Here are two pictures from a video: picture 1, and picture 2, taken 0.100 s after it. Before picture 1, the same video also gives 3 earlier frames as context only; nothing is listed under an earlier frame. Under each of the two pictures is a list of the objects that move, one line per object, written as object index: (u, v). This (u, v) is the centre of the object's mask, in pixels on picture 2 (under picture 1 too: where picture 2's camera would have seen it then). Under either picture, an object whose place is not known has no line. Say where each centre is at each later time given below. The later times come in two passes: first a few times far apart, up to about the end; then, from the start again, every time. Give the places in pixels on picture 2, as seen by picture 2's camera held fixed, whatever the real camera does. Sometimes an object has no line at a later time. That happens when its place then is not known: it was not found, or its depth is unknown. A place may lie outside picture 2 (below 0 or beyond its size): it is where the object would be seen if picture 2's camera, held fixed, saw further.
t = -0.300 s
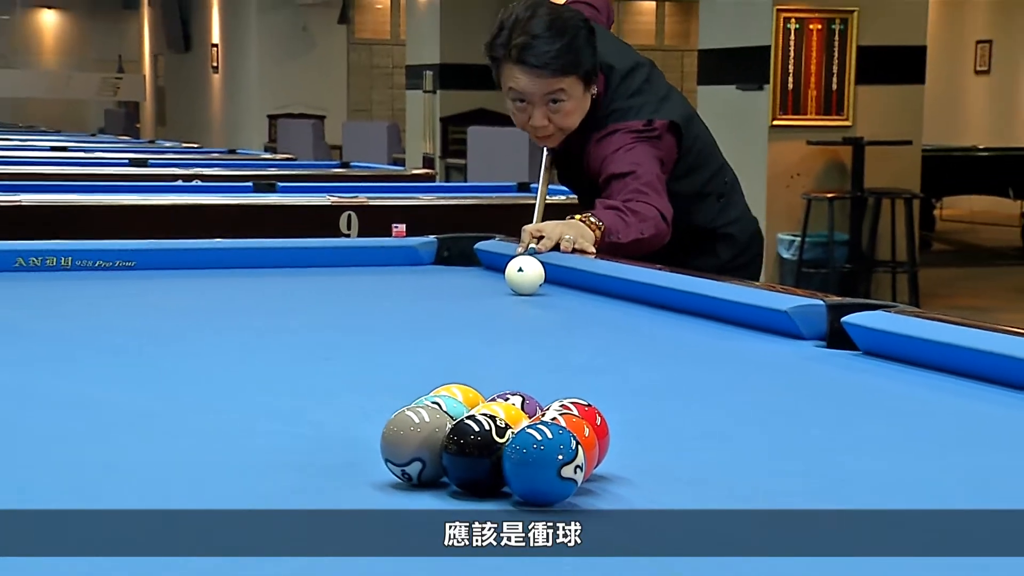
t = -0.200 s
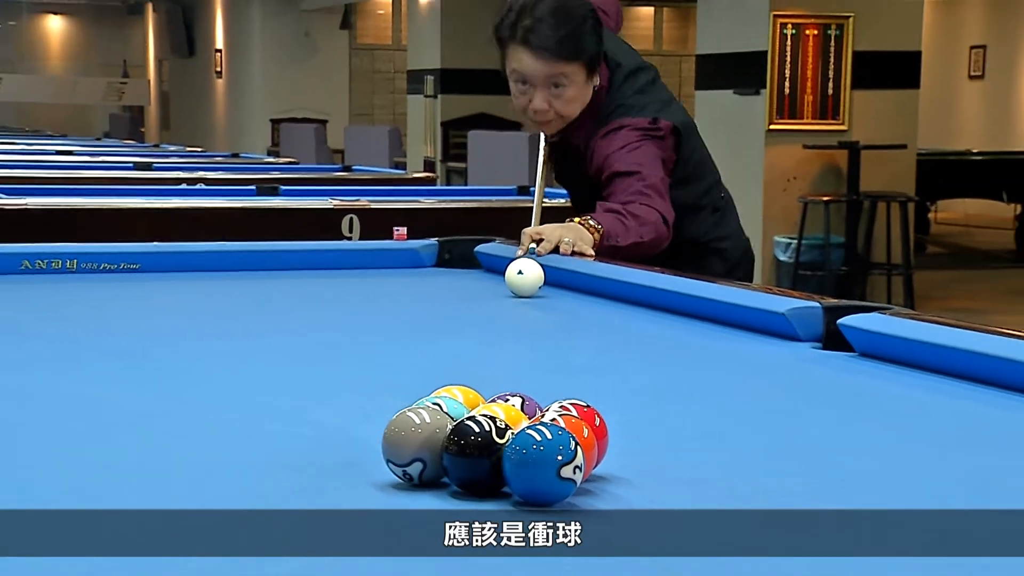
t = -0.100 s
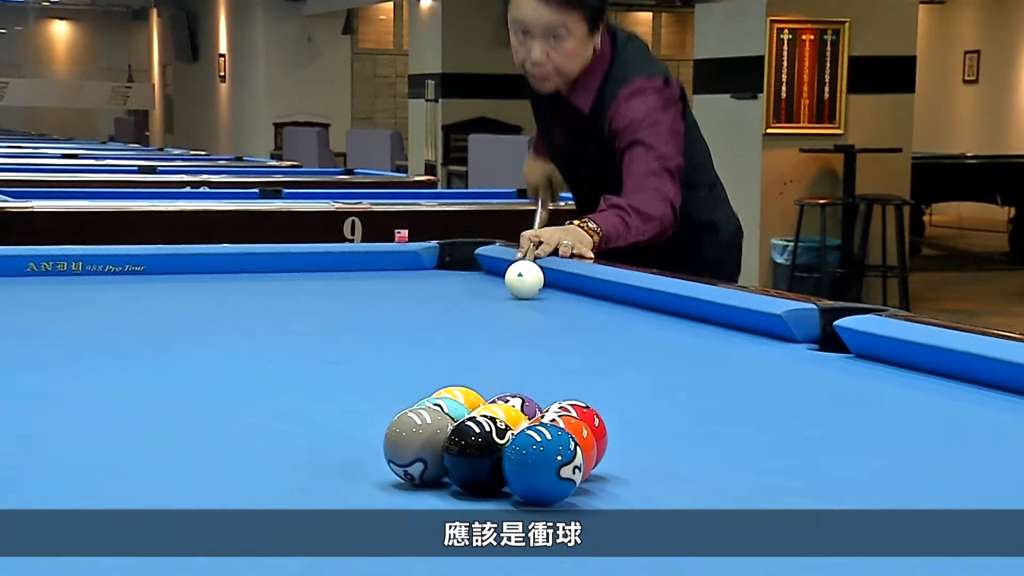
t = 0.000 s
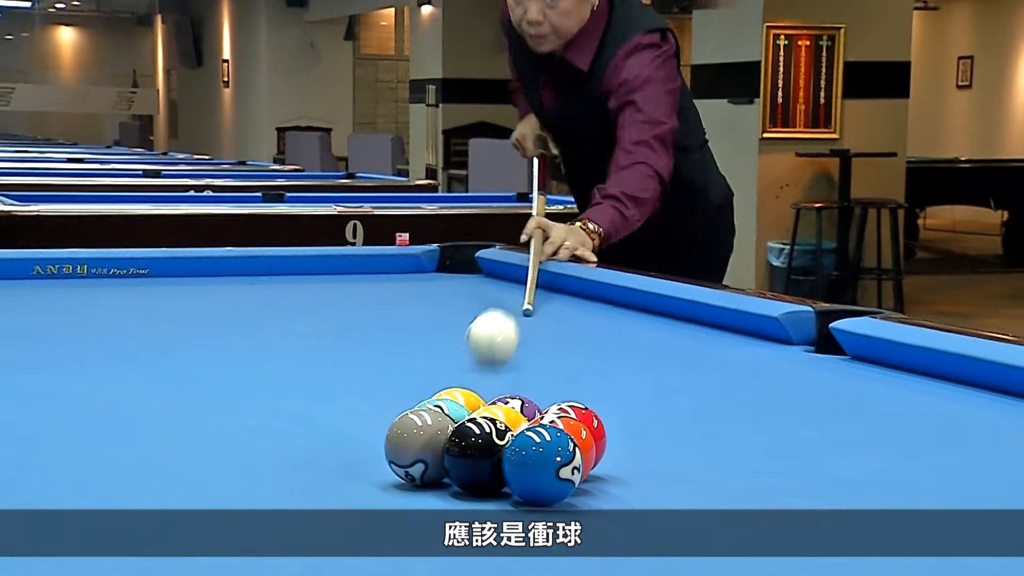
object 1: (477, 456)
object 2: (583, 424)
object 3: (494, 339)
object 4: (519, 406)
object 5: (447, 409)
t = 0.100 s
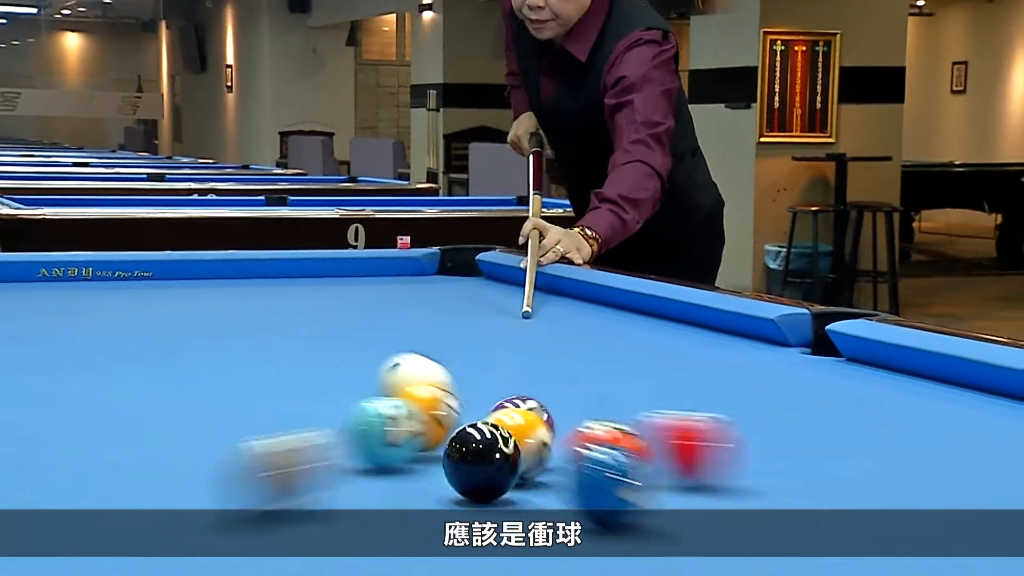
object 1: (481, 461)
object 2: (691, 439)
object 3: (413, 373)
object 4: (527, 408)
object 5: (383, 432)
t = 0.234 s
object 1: (484, 481)
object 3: (248, 387)
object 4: (534, 422)
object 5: (175, 425)
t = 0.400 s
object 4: (575, 429)
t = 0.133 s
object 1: (482, 466)
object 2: (822, 455)
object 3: (371, 367)
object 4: (522, 407)
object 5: (326, 430)
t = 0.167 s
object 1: (483, 471)
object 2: (959, 465)
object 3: (331, 367)
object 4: (525, 410)
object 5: (274, 428)
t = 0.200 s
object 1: (483, 475)
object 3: (289, 378)
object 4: (528, 415)
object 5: (222, 426)
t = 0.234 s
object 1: (484, 481)
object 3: (248, 387)
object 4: (534, 422)
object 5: (175, 425)
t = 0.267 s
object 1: (484, 485)
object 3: (214, 381)
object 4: (543, 425)
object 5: (130, 424)
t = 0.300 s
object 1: (484, 488)
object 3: (179, 386)
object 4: (552, 427)
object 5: (87, 423)
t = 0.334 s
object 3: (142, 384)
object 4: (561, 428)
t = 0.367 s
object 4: (569, 429)
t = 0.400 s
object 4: (575, 429)
